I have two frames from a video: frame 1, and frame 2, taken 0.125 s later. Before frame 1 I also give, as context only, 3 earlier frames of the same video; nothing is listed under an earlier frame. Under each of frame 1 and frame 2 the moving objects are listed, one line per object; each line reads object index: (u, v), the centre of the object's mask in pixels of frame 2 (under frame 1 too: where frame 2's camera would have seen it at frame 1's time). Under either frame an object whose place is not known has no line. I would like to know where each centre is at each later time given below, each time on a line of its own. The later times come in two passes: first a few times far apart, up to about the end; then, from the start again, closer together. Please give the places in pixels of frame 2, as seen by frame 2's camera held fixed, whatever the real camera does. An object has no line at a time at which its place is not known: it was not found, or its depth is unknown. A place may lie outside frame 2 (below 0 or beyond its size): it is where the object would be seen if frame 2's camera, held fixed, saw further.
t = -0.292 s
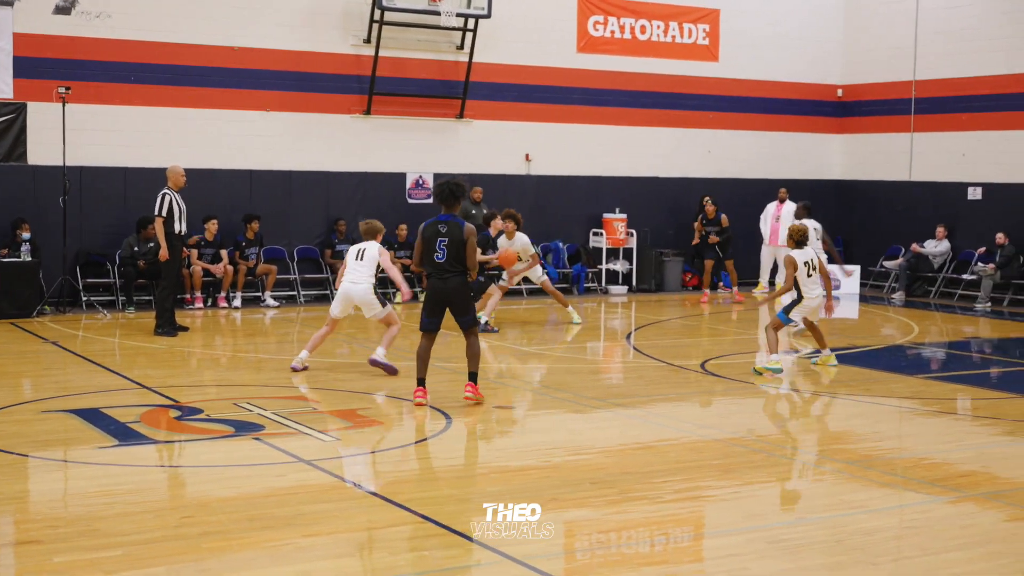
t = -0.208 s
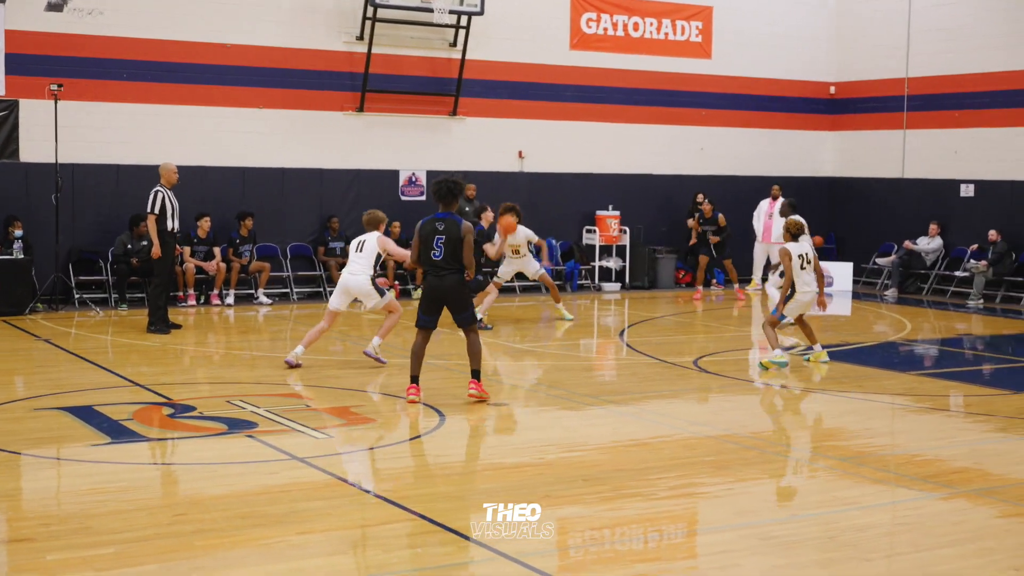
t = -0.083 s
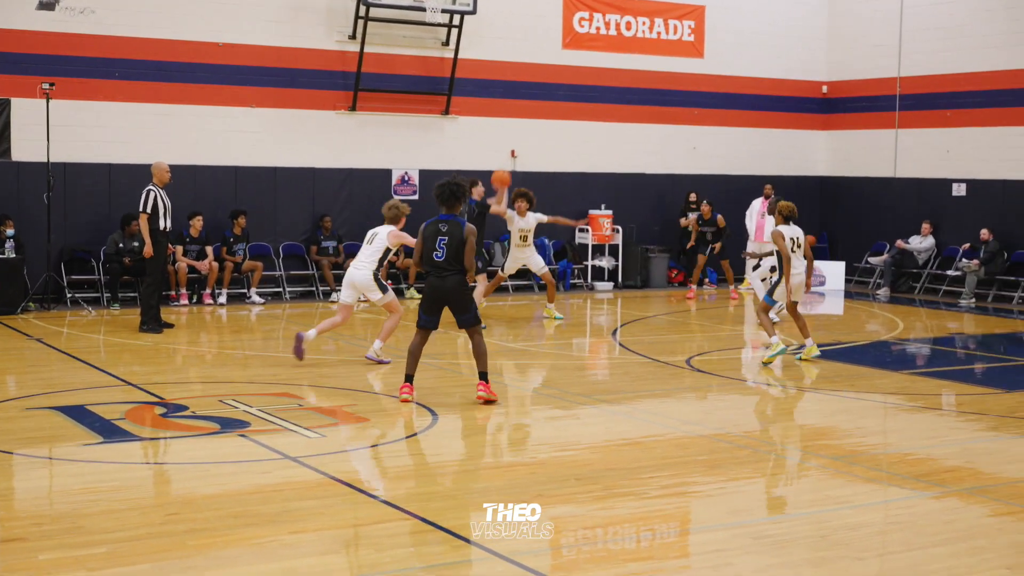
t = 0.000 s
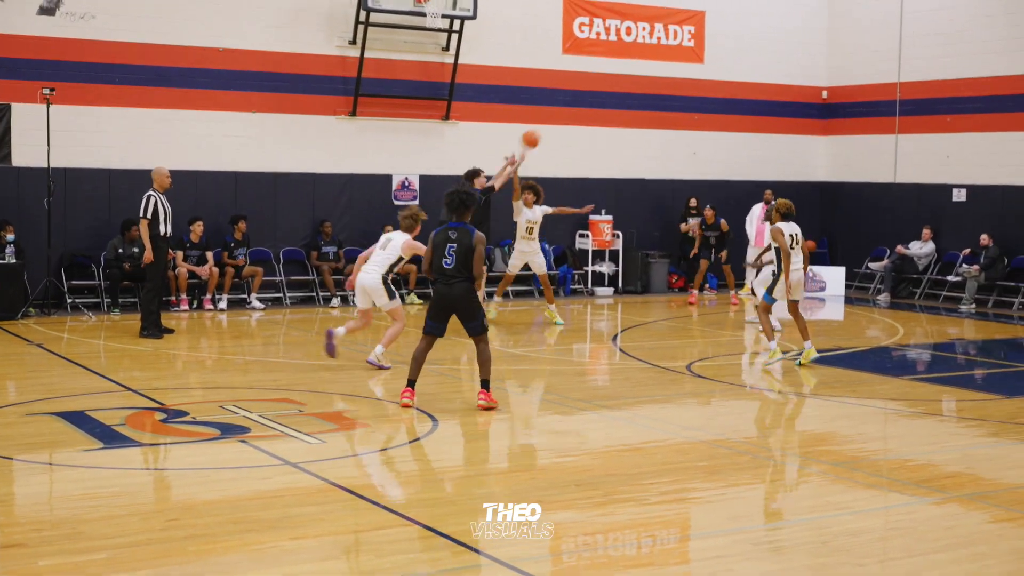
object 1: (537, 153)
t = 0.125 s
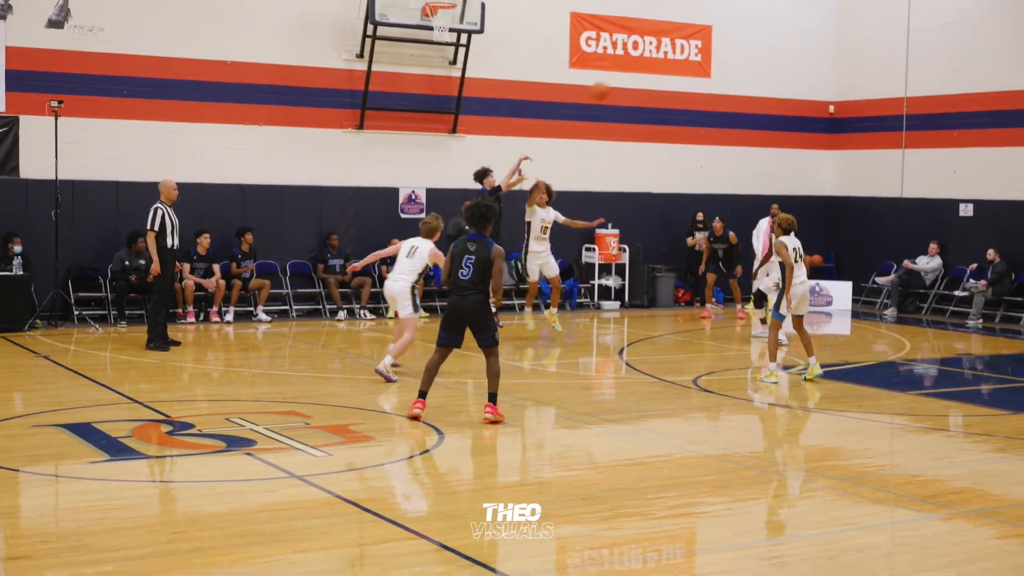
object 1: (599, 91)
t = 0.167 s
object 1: (621, 71)
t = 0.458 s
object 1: (769, -12)
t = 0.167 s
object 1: (621, 71)
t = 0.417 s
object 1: (747, -4)
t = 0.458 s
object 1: (769, -12)
